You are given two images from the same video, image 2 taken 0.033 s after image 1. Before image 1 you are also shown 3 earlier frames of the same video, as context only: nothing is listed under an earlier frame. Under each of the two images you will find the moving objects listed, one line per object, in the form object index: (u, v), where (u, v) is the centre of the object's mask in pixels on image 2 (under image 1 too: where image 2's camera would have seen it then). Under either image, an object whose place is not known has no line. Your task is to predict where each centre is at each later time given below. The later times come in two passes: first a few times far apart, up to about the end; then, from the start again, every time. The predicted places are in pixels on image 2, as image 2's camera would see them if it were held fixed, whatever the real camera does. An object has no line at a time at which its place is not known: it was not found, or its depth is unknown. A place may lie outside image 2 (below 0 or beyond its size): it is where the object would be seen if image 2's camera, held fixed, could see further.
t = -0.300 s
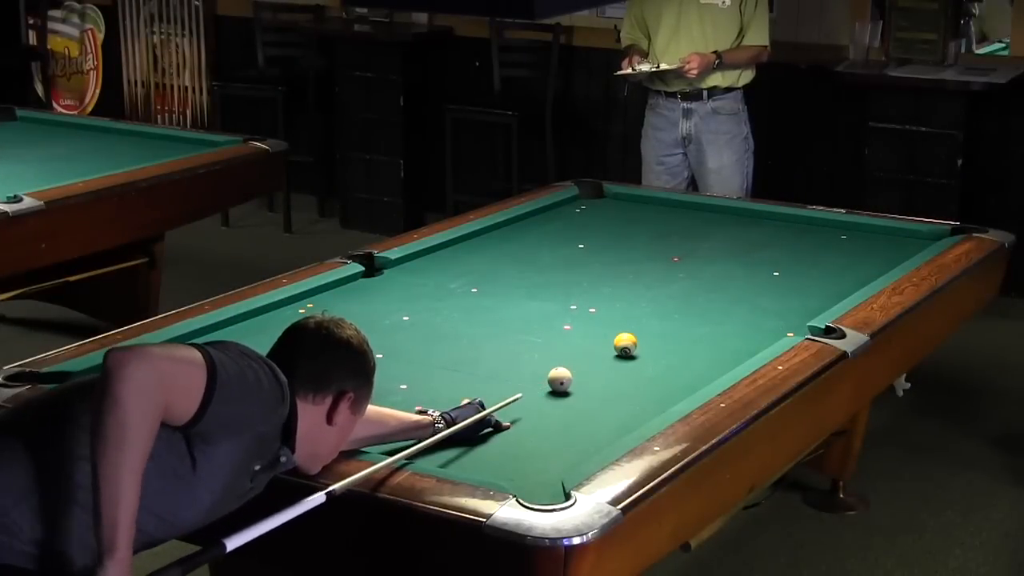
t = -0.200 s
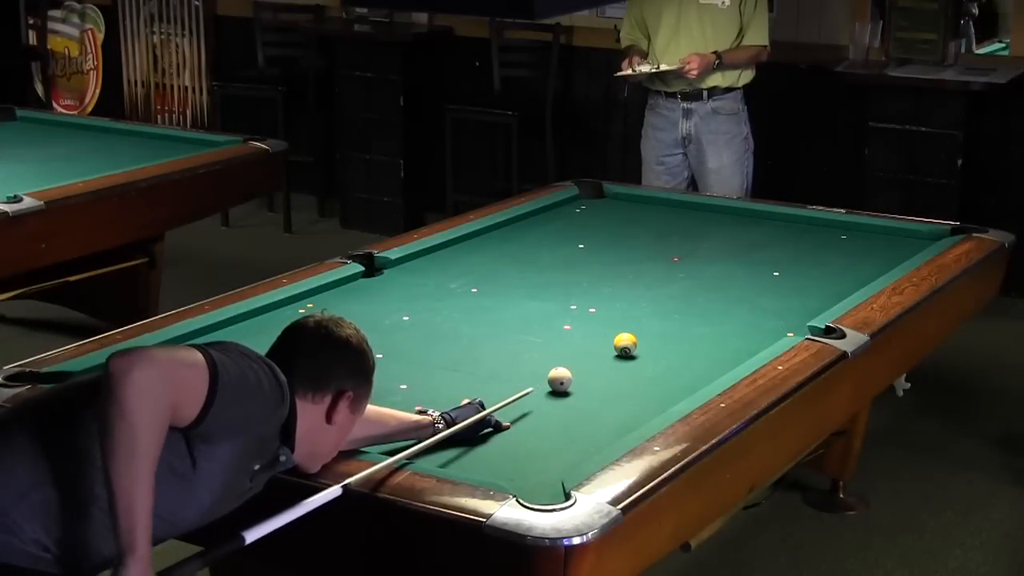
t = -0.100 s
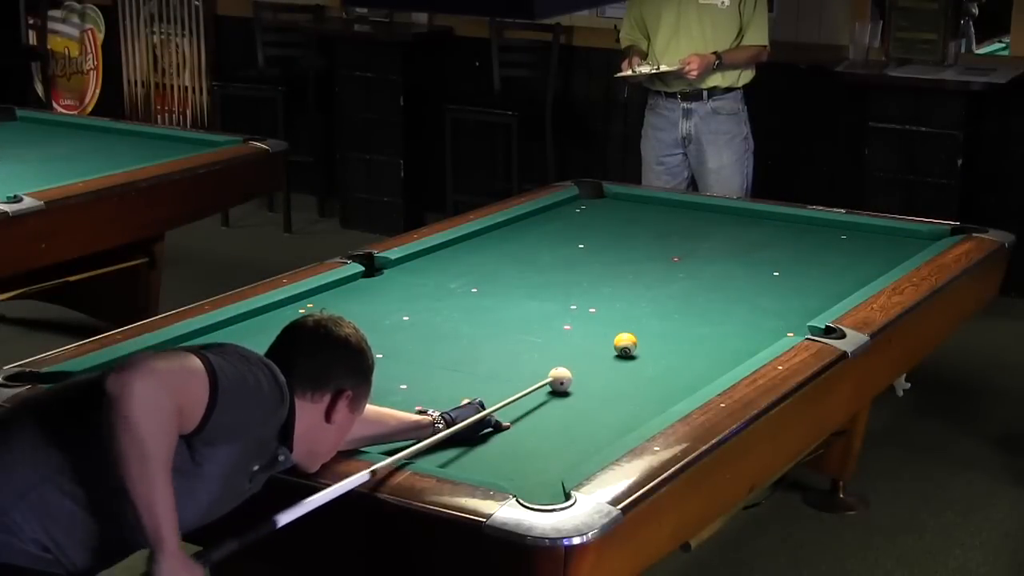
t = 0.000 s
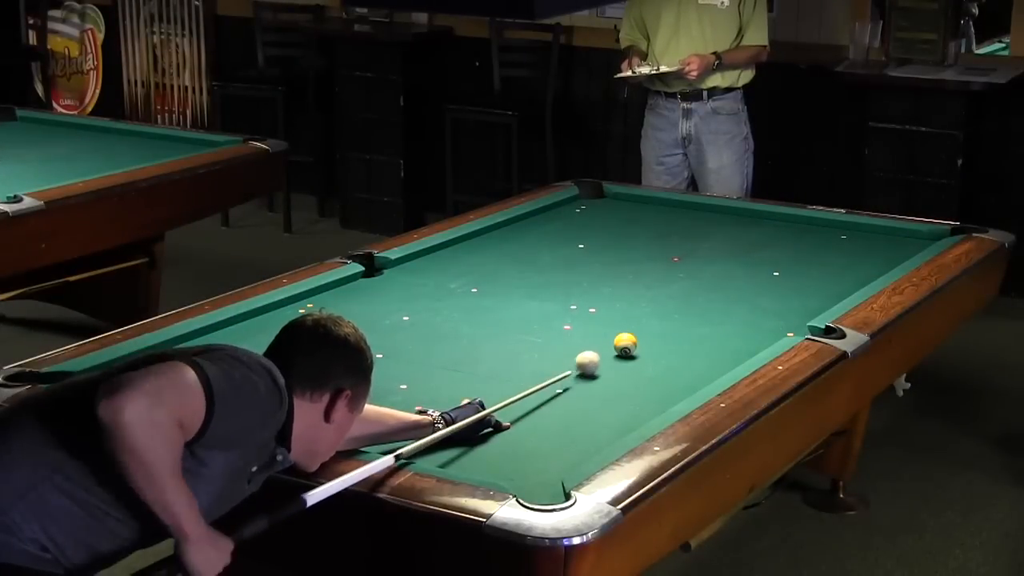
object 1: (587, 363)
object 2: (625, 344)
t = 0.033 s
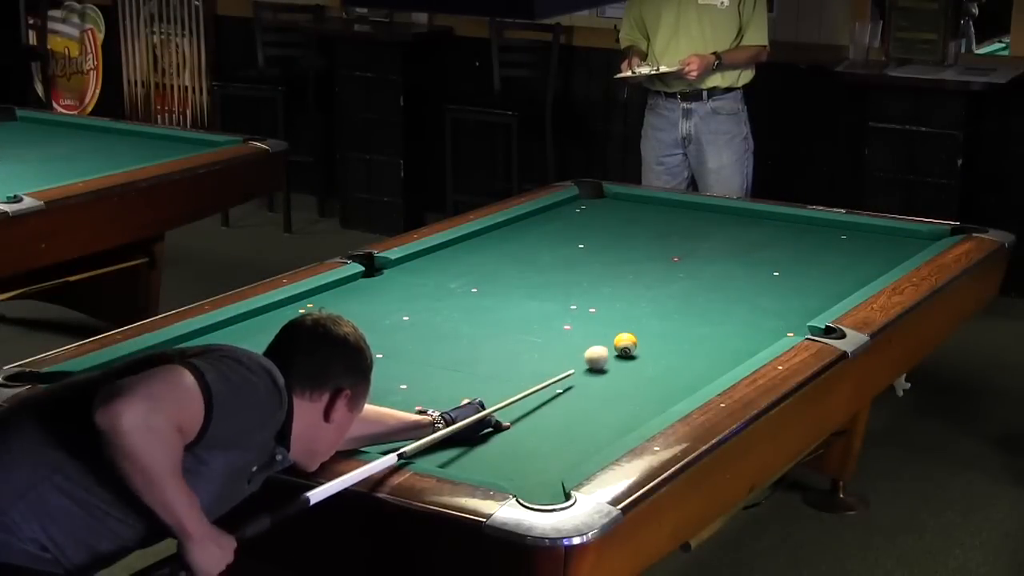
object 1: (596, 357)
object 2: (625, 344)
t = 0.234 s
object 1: (603, 343)
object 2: (665, 330)
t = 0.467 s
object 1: (601, 331)
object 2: (715, 313)
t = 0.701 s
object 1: (598, 319)
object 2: (759, 298)
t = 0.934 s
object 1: (595, 309)
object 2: (801, 284)
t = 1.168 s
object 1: (593, 300)
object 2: (839, 272)
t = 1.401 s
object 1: (591, 291)
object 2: (875, 260)
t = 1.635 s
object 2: (907, 249)
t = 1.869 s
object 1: (587, 277)
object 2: (931, 238)
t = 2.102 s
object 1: (585, 271)
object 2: (942, 233)
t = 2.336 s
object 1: (583, 266)
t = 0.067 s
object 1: (605, 352)
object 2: (625, 345)
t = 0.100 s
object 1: (609, 349)
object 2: (630, 342)
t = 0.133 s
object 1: (606, 348)
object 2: (640, 339)
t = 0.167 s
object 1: (605, 346)
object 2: (649, 336)
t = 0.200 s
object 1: (604, 344)
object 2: (657, 333)
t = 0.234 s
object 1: (603, 343)
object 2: (665, 330)
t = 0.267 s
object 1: (603, 341)
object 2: (673, 328)
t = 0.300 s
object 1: (603, 339)
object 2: (680, 326)
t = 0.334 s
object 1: (602, 337)
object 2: (686, 322)
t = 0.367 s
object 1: (602, 335)
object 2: (694, 320)
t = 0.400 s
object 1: (601, 334)
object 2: (701, 318)
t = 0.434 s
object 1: (601, 332)
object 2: (707, 316)
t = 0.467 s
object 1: (601, 331)
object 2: (715, 313)
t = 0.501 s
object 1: (600, 329)
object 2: (721, 311)
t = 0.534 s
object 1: (600, 327)
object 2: (727, 309)
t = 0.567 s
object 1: (600, 325)
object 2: (734, 306)
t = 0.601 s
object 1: (599, 324)
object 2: (741, 304)
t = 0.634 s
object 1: (599, 322)
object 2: (747, 303)
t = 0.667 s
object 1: (598, 320)
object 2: (754, 300)
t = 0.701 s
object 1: (598, 319)
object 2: (759, 298)
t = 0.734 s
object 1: (597, 317)
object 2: (766, 296)
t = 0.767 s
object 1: (597, 316)
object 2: (771, 294)
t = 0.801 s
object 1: (597, 315)
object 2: (777, 292)
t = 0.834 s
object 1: (596, 313)
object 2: (783, 290)
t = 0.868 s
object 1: (596, 312)
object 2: (789, 288)
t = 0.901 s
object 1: (596, 310)
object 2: (795, 286)
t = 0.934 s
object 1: (595, 309)
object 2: (801, 284)
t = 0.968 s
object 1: (595, 307)
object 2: (806, 283)
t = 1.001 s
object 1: (595, 306)
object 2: (812, 281)
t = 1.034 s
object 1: (594, 305)
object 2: (817, 279)
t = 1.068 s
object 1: (594, 303)
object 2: (823, 277)
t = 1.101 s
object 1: (594, 302)
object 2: (829, 276)
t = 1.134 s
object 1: (593, 301)
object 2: (834, 274)
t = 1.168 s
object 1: (593, 300)
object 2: (839, 272)
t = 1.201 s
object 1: (593, 298)
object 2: (844, 270)
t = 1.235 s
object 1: (592, 297)
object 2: (850, 269)
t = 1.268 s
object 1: (592, 296)
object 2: (855, 267)
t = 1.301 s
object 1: (592, 295)
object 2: (860, 265)
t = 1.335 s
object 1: (591, 294)
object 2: (865, 263)
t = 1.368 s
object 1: (591, 292)
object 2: (870, 262)
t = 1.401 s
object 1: (591, 291)
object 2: (875, 260)
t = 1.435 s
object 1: (590, 290)
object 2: (880, 259)
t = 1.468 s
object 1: (590, 289)
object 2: (884, 257)
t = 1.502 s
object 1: (590, 288)
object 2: (889, 256)
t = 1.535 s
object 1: (590, 287)
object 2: (894, 254)
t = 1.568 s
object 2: (898, 253)
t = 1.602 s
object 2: (903, 251)
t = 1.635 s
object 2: (907, 249)
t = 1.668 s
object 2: (911, 247)
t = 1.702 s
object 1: (588, 282)
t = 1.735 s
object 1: (588, 281)
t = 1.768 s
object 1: (588, 280)
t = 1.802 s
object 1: (587, 279)
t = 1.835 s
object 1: (587, 278)
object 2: (929, 239)
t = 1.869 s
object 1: (587, 277)
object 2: (931, 238)
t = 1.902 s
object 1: (586, 276)
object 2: (932, 237)
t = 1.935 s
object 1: (586, 275)
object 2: (934, 236)
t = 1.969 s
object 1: (586, 275)
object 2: (935, 234)
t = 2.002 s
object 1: (586, 274)
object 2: (937, 233)
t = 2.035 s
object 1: (585, 273)
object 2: (938, 233)
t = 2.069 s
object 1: (585, 272)
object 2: (940, 233)
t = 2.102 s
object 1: (585, 271)
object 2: (942, 233)
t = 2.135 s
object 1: (584, 271)
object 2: (945, 233)
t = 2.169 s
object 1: (584, 270)
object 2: (947, 233)
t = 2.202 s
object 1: (584, 269)
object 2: (950, 233)
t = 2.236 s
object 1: (584, 268)
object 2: (953, 233)
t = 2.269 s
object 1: (583, 267)
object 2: (954, 233)
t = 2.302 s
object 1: (583, 267)
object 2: (955, 234)
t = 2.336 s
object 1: (583, 266)
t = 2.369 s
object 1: (582, 265)
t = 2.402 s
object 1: (582, 265)
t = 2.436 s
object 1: (582, 264)
